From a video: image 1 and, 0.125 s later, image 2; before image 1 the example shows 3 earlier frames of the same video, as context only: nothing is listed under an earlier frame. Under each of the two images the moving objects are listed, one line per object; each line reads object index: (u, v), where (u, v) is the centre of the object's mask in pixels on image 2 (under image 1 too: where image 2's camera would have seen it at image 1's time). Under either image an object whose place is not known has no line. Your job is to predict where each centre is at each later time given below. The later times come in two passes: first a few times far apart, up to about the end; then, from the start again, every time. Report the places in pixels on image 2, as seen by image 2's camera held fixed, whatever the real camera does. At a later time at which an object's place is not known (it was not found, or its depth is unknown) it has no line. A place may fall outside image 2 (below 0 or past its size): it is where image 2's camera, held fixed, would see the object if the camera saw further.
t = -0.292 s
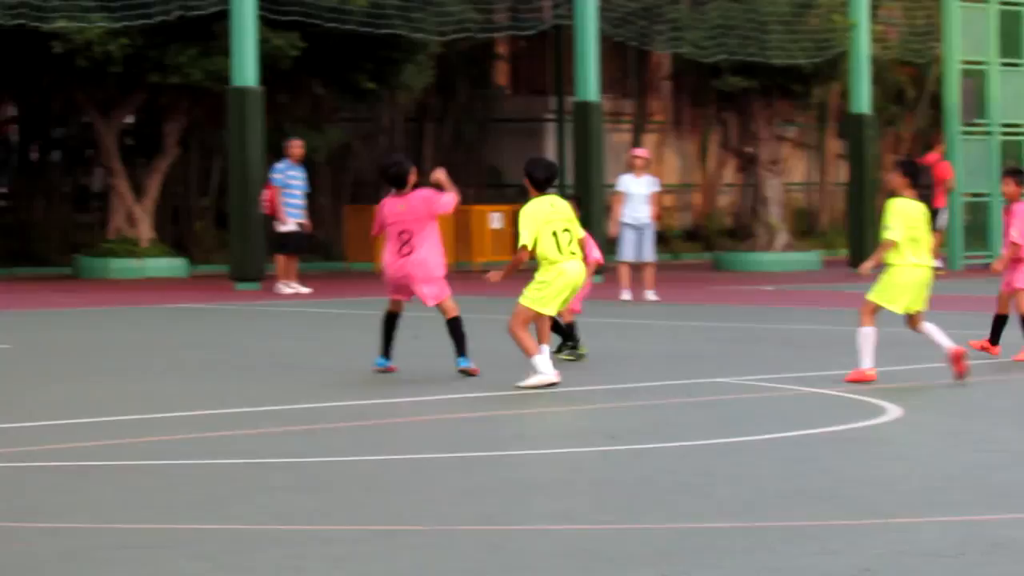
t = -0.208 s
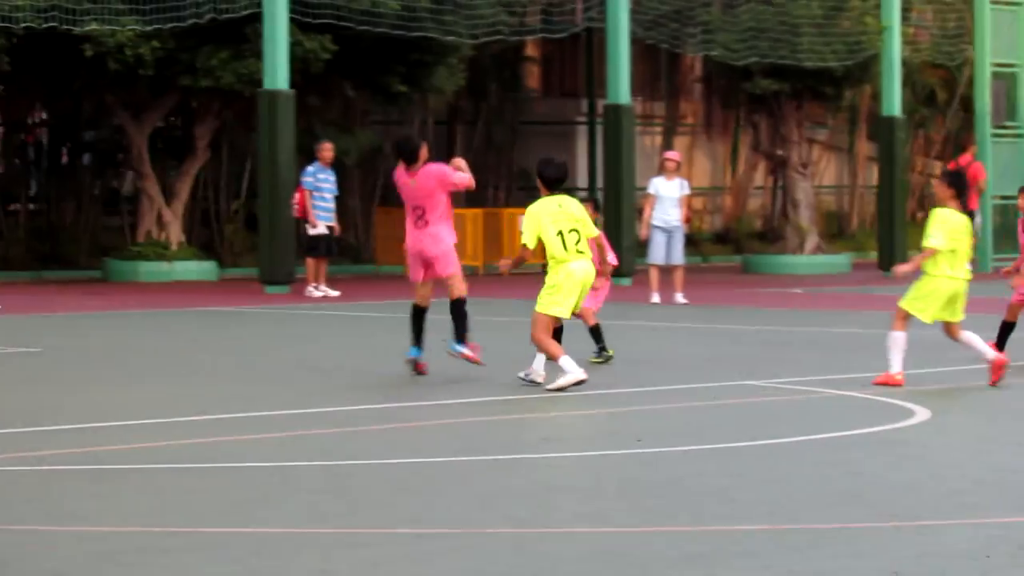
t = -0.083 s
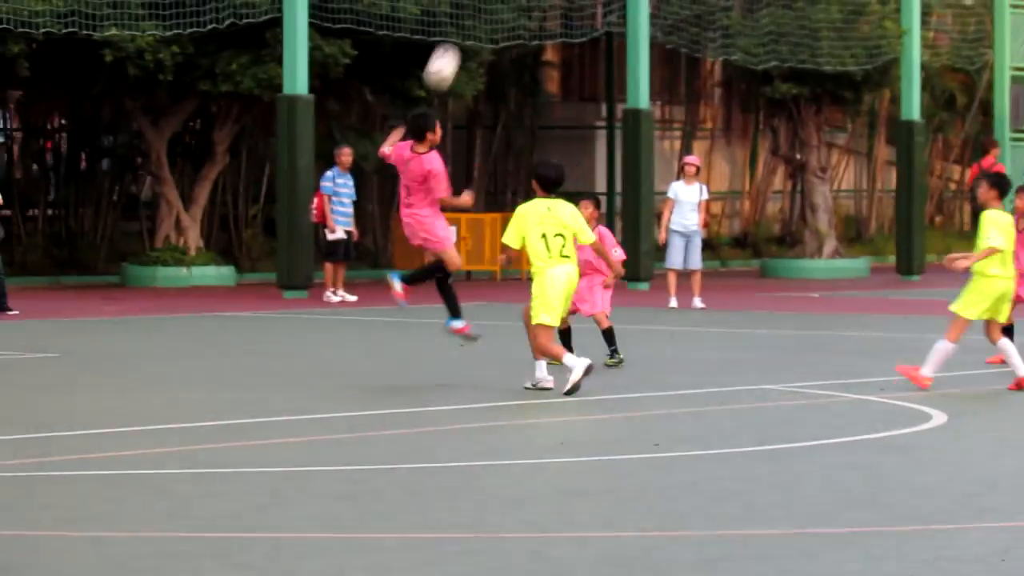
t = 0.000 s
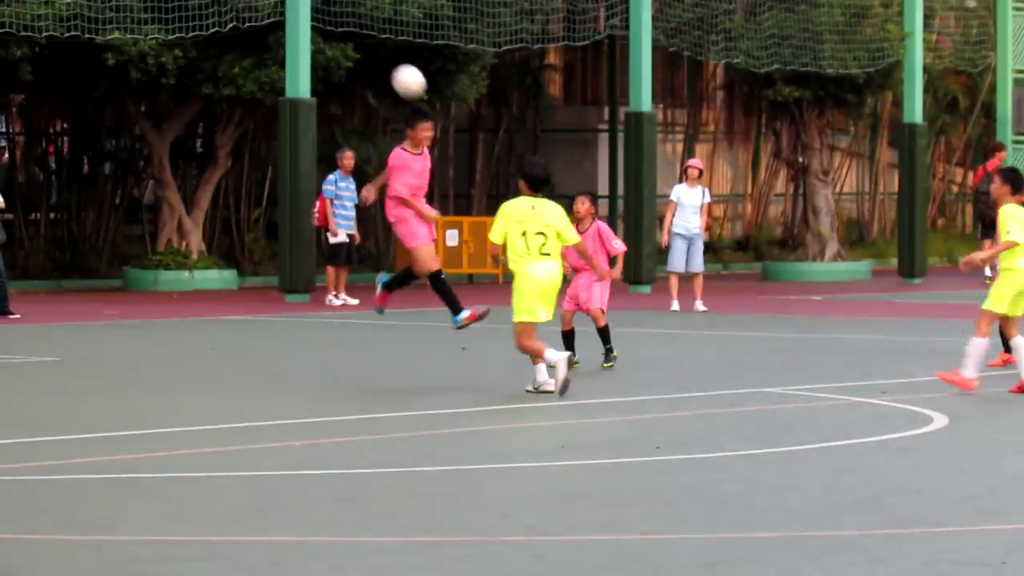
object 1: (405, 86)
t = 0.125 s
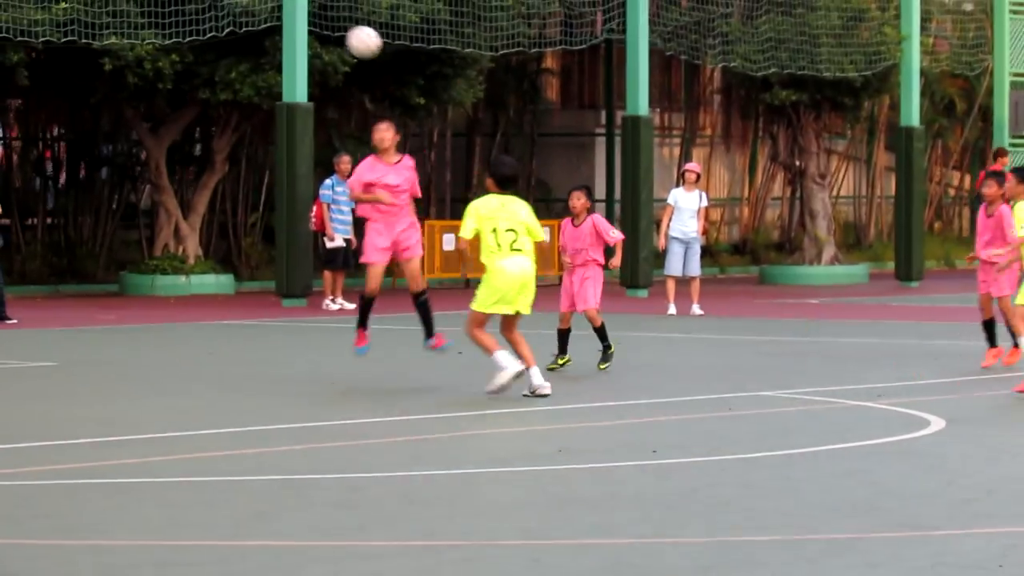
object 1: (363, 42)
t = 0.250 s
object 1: (320, 19)
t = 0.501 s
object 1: (226, 44)
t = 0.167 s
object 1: (349, 32)
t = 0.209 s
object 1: (334, 24)
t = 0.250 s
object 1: (320, 19)
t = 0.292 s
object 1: (305, 16)
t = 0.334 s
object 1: (288, 16)
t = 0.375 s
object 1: (272, 19)
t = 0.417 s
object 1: (257, 25)
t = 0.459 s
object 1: (242, 34)
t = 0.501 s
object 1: (226, 44)
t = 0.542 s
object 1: (210, 59)
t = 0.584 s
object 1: (194, 75)
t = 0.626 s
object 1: (177, 96)
